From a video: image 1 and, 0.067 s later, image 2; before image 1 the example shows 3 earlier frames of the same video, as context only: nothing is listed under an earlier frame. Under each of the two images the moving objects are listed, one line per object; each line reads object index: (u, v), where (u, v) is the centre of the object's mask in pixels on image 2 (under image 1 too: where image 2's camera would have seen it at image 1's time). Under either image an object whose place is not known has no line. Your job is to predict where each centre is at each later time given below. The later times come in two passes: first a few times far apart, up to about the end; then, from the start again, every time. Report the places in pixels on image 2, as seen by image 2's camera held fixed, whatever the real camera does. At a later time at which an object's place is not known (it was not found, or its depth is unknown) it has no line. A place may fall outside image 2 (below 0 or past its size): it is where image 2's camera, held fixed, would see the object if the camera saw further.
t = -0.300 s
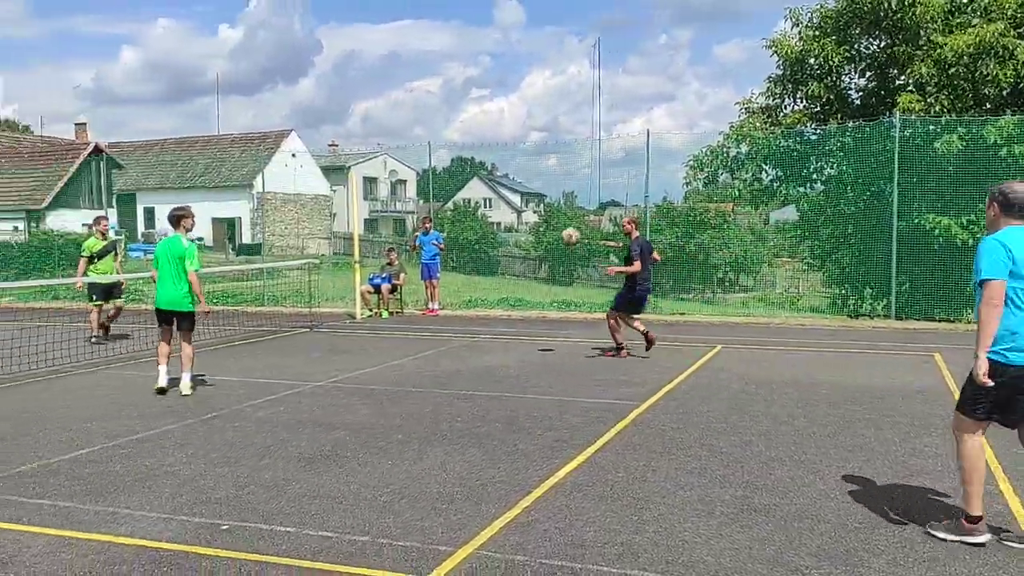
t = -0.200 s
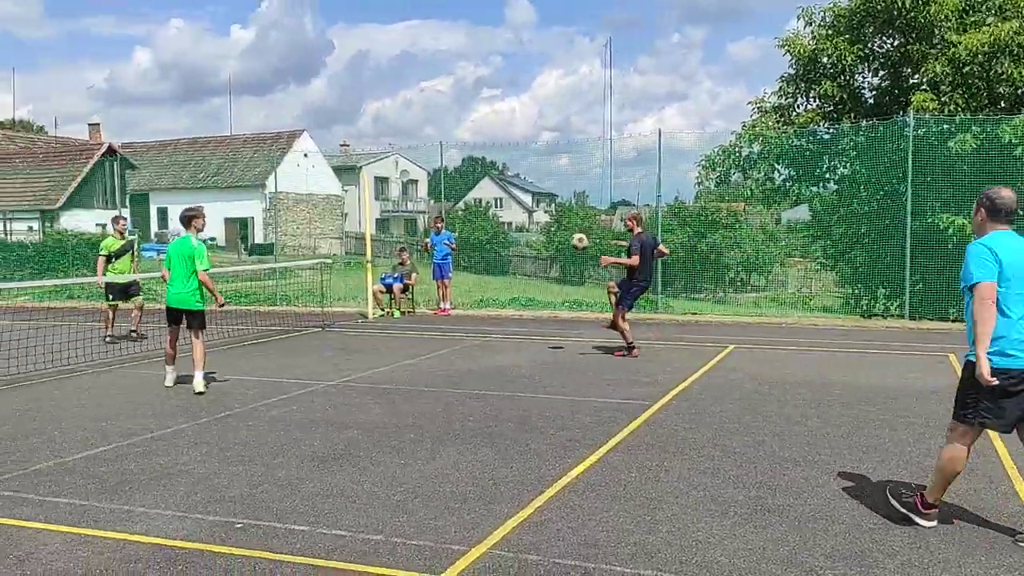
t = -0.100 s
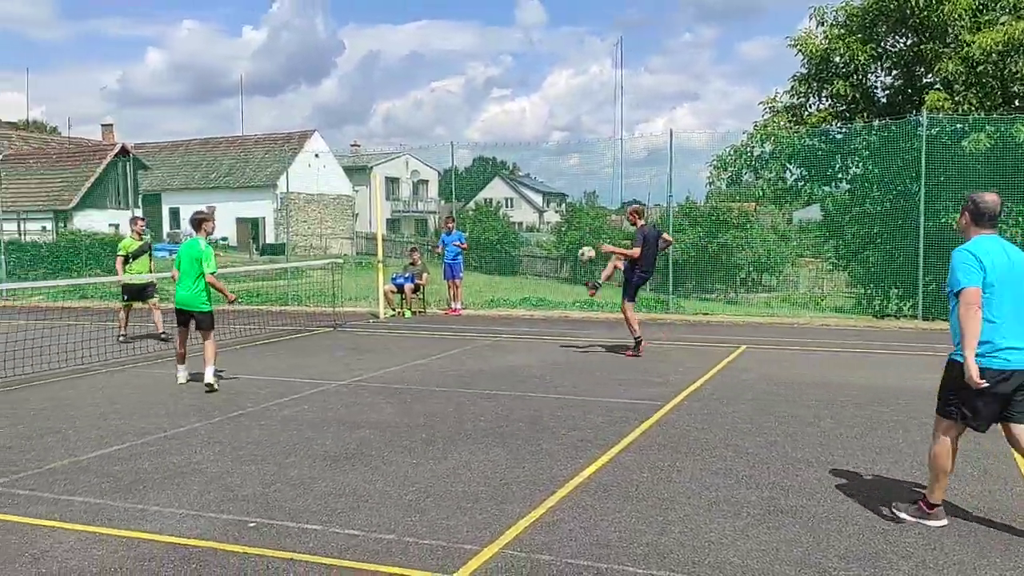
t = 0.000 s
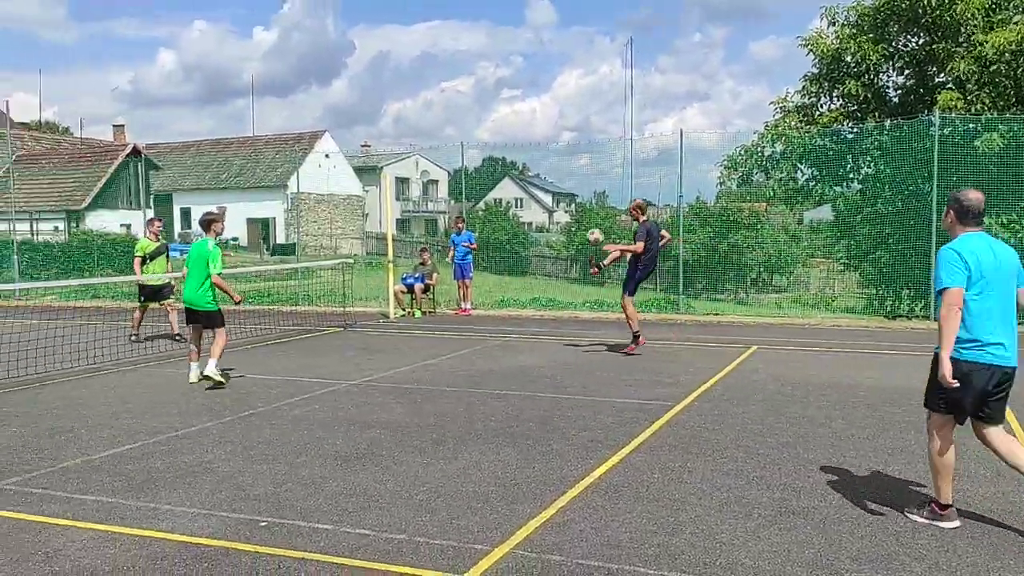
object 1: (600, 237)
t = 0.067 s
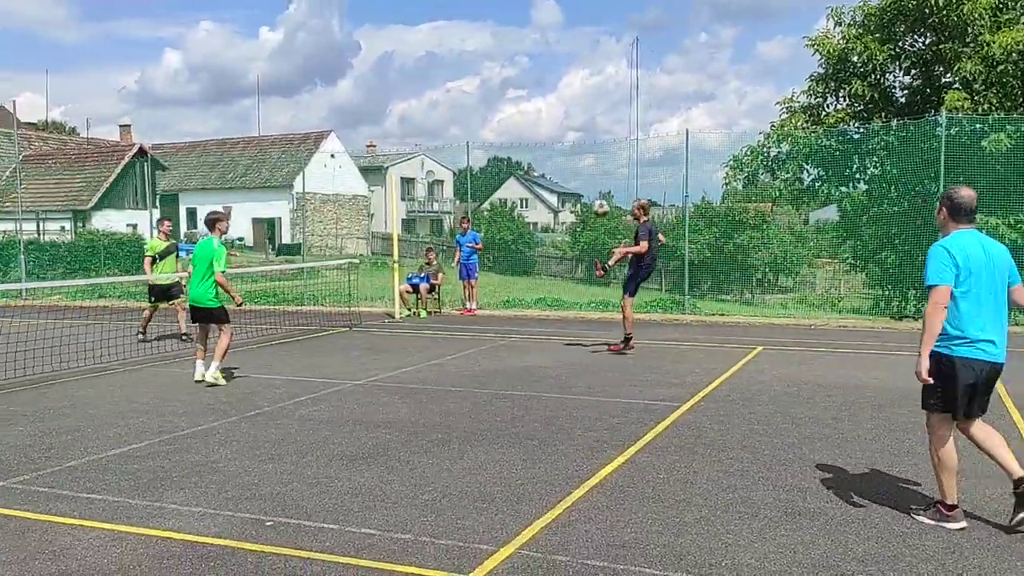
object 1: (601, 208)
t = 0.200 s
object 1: (601, 159)
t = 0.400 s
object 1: (601, 109)
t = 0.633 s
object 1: (601, 91)
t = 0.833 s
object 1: (599, 114)
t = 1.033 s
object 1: (599, 177)
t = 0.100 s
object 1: (601, 195)
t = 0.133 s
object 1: (600, 182)
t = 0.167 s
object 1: (600, 170)
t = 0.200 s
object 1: (601, 159)
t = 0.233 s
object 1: (601, 148)
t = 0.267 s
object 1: (601, 139)
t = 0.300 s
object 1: (601, 130)
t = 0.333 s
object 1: (602, 122)
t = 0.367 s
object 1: (601, 115)
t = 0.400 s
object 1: (601, 109)
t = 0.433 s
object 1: (601, 104)
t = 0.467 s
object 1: (600, 99)
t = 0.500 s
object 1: (601, 95)
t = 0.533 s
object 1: (601, 93)
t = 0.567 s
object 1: (601, 90)
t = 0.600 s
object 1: (601, 90)
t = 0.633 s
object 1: (601, 91)
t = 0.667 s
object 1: (600, 92)
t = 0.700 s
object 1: (600, 94)
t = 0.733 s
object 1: (599, 96)
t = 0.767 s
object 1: (599, 99)
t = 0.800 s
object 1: (599, 107)
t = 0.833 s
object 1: (599, 114)
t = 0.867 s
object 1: (600, 122)
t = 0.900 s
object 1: (599, 131)
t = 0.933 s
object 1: (599, 140)
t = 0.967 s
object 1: (599, 151)
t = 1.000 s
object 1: (599, 164)
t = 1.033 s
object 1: (599, 177)
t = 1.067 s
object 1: (600, 192)
